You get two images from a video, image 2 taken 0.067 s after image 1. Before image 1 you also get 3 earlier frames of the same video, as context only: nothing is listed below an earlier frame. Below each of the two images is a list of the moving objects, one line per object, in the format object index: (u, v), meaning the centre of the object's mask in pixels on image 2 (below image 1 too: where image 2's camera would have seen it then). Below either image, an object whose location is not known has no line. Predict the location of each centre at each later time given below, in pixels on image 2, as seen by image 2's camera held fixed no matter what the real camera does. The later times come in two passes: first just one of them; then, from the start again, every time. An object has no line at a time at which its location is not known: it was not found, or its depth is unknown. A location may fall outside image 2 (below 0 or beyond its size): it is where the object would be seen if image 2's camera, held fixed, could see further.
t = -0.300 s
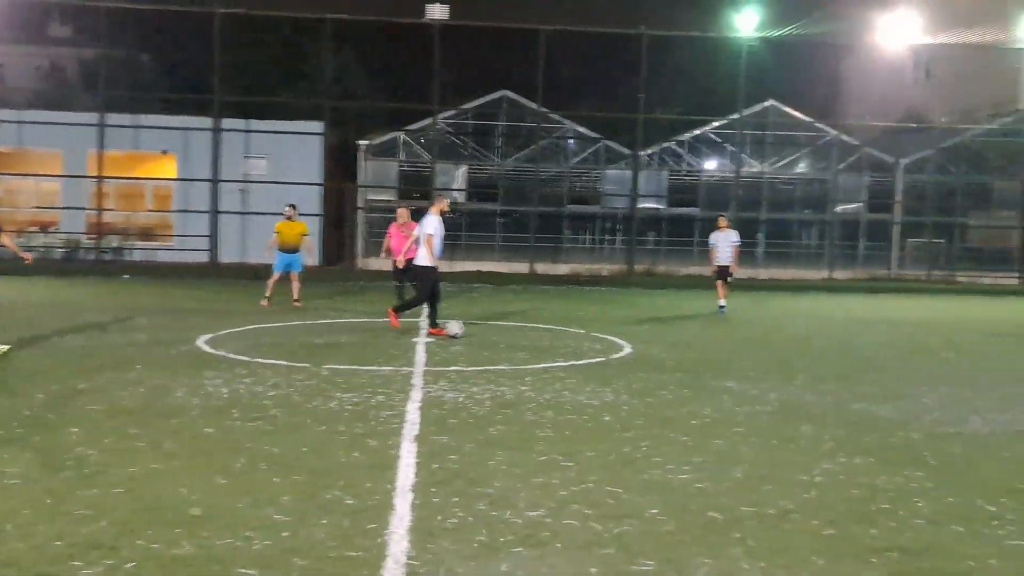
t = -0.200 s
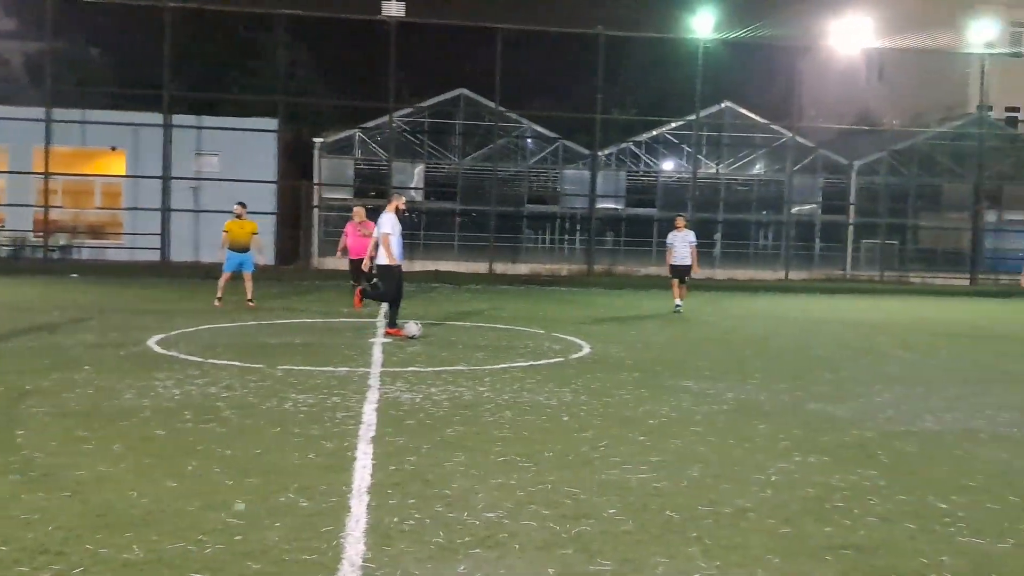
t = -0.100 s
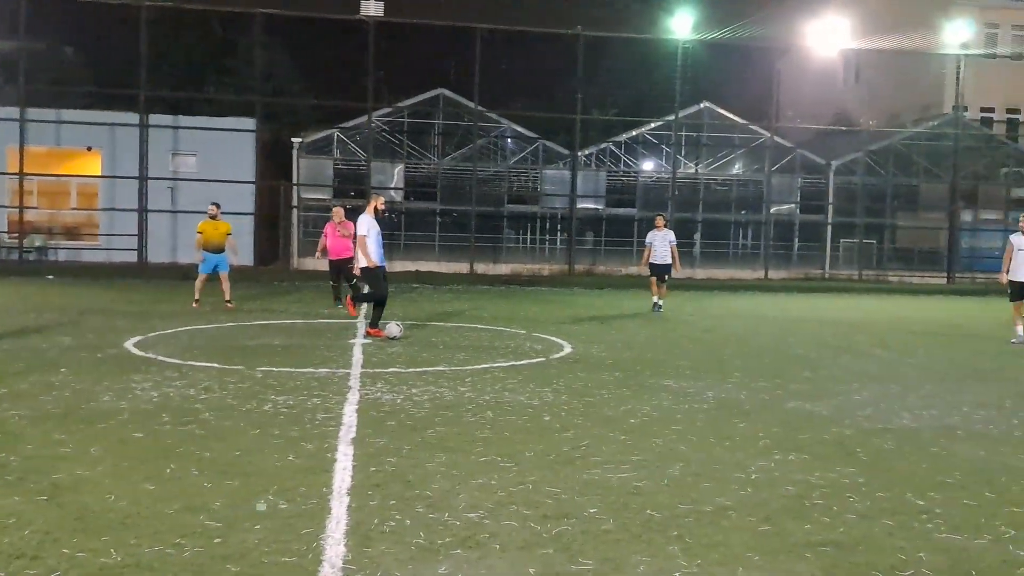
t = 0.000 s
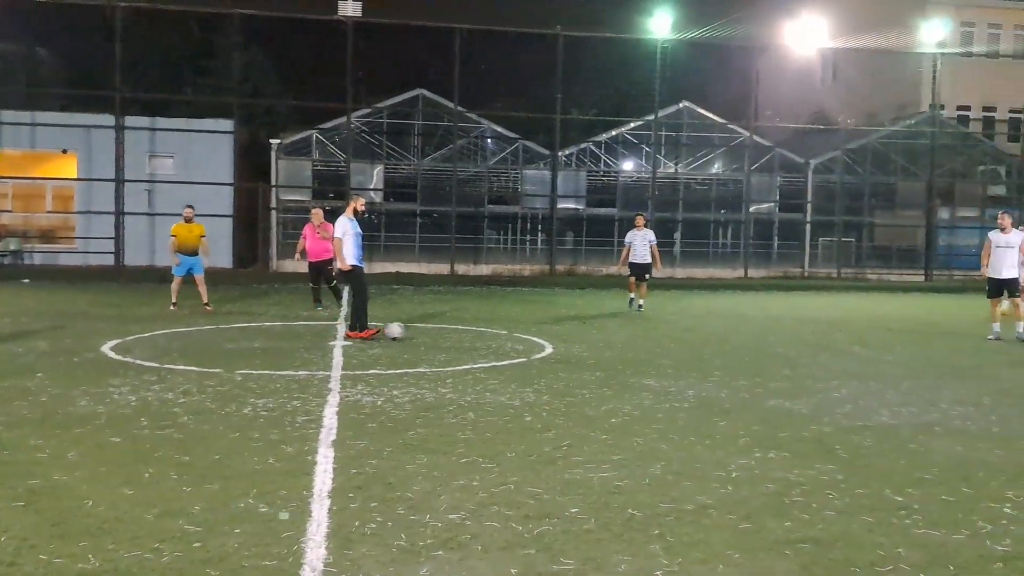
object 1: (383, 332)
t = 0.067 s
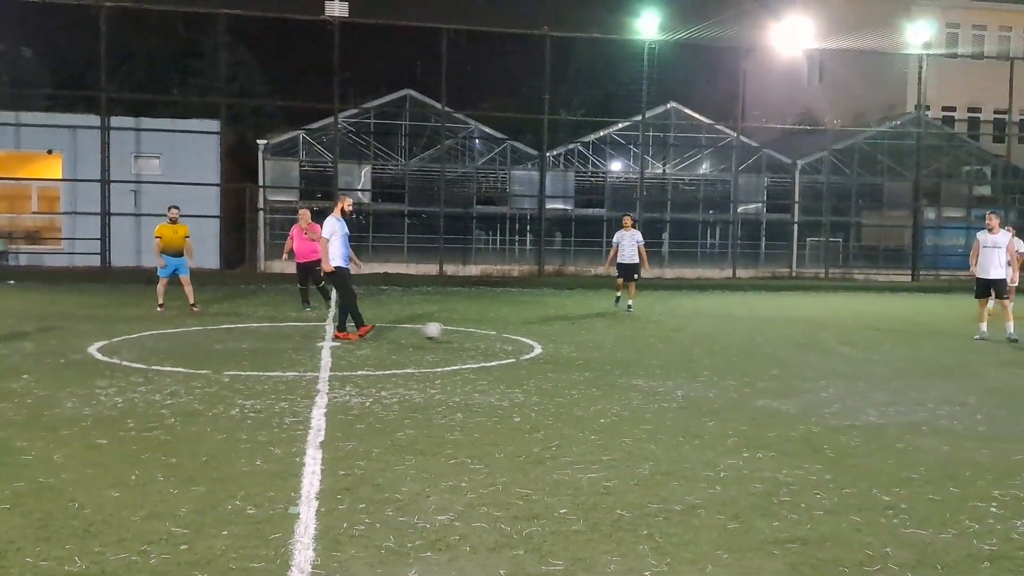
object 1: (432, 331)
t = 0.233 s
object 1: (561, 344)
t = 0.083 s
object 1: (445, 331)
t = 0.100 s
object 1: (458, 331)
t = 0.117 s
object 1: (471, 332)
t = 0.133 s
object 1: (483, 333)
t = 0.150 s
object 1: (497, 334)
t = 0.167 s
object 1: (509, 335)
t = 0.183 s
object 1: (523, 338)
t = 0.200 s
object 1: (536, 339)
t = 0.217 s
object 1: (548, 342)
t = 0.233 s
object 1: (561, 344)
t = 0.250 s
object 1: (572, 344)
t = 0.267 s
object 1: (584, 344)
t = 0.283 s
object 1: (597, 345)
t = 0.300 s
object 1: (607, 346)
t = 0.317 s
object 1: (620, 347)
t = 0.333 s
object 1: (632, 348)
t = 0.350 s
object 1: (643, 349)
